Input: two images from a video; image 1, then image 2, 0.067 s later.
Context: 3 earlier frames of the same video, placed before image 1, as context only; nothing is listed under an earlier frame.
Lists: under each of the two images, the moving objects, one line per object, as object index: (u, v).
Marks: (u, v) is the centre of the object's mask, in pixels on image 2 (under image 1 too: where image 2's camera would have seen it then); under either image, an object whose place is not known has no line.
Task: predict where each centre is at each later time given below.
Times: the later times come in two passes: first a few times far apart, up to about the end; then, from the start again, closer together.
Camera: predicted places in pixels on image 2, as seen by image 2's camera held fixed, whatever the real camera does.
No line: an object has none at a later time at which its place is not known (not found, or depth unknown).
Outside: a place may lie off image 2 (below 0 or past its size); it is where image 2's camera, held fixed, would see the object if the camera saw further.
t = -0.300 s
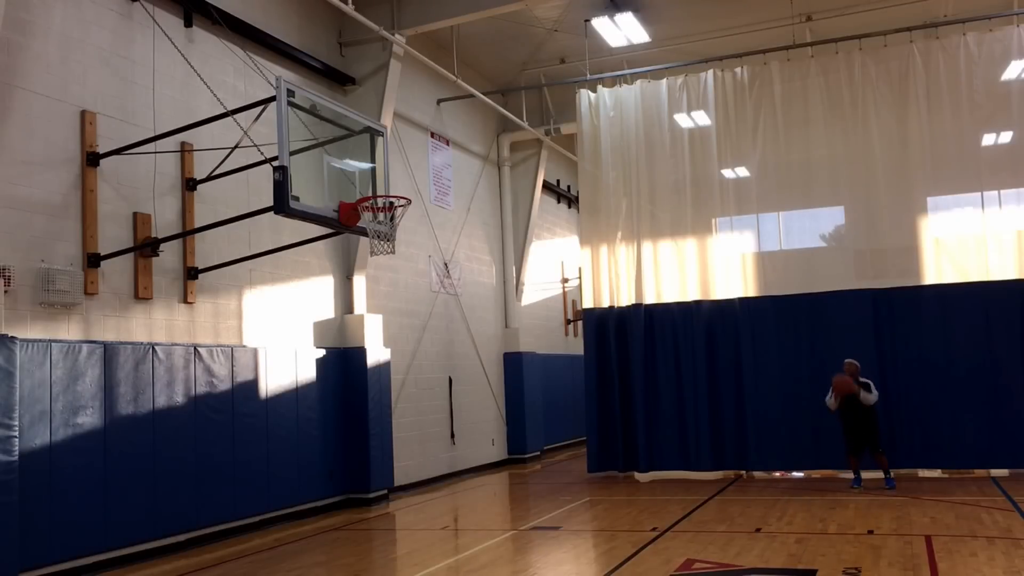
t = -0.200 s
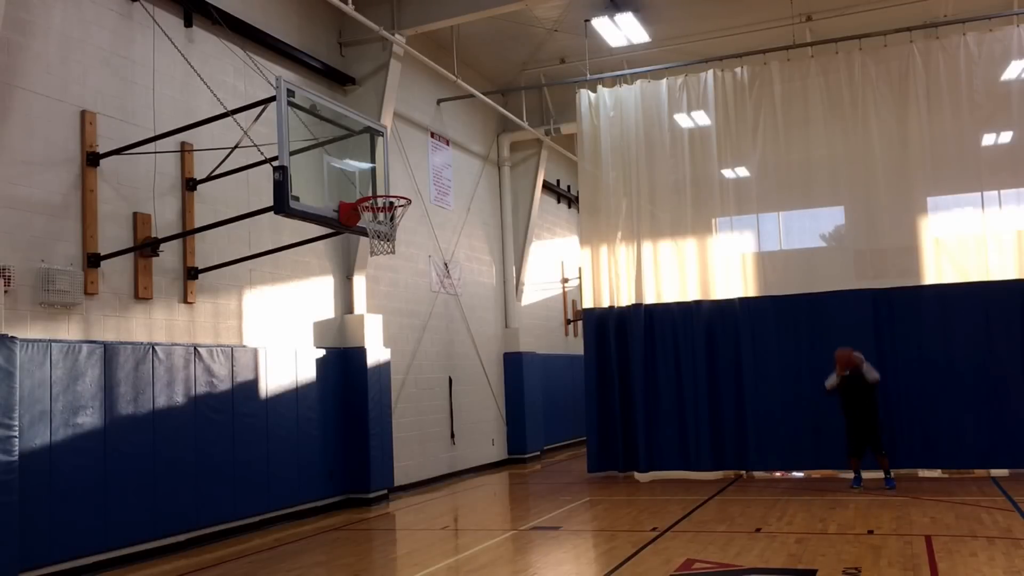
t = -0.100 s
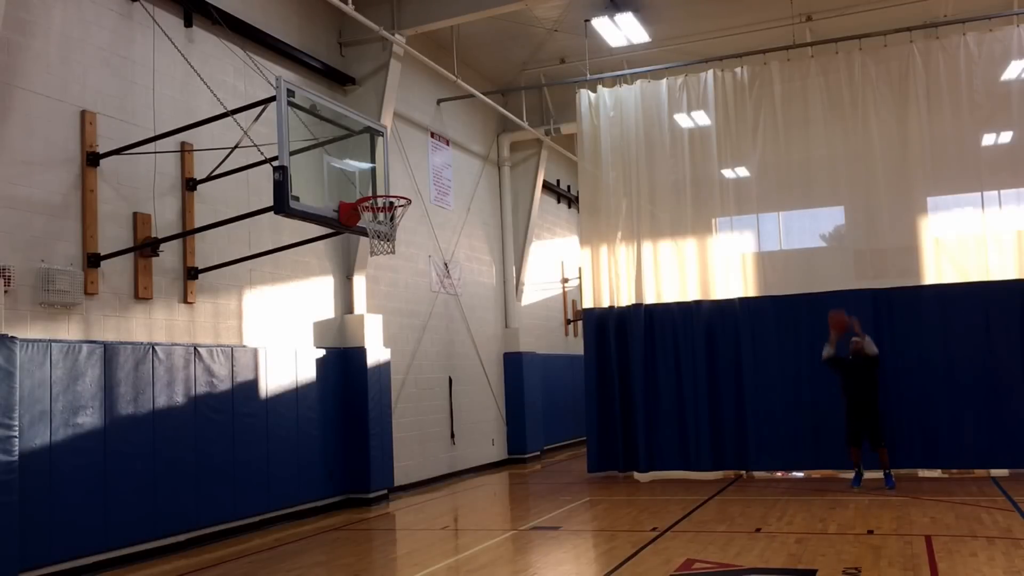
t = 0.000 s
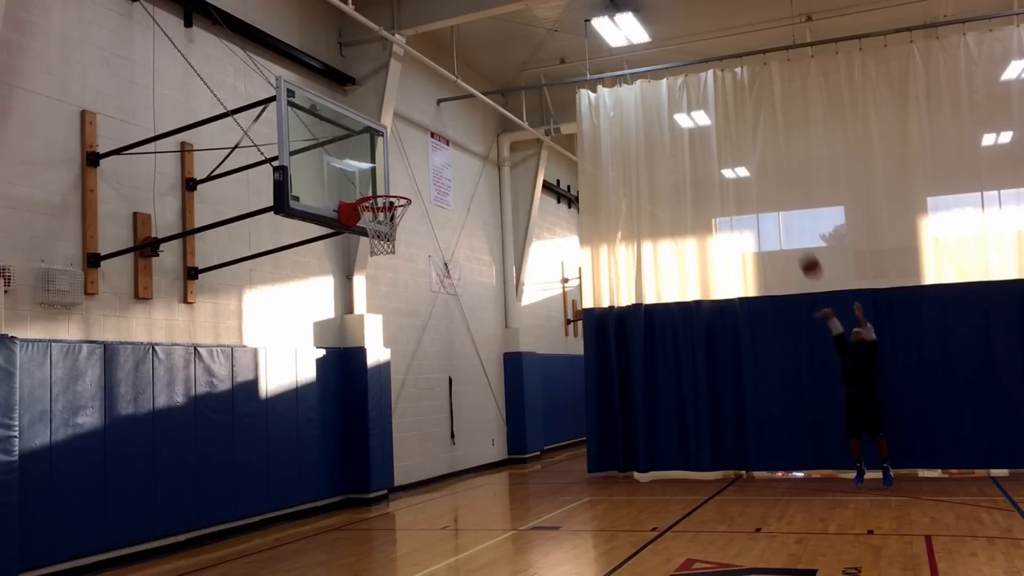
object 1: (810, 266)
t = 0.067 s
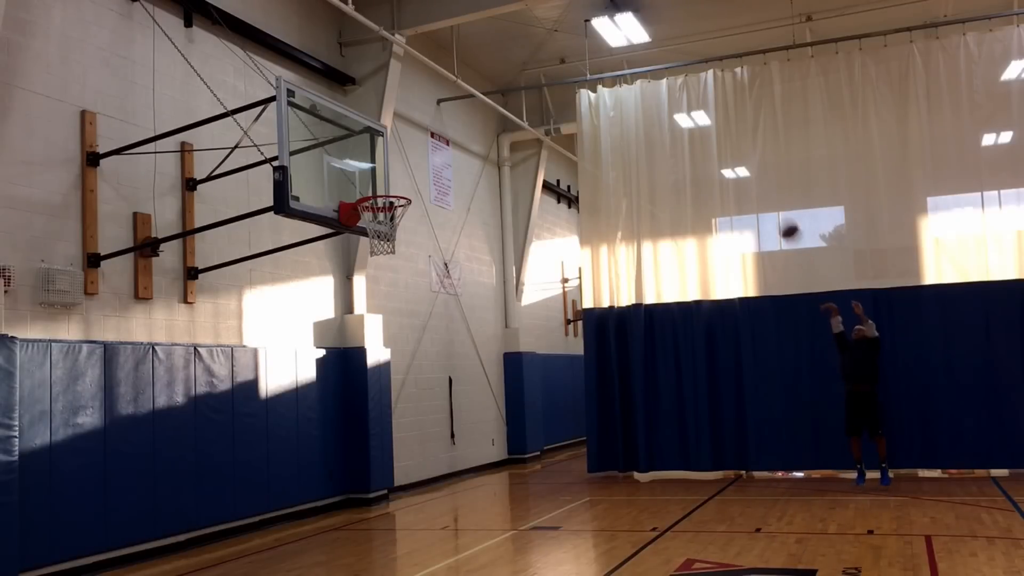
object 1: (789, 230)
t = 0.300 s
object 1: (716, 134)
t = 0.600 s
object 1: (620, 68)
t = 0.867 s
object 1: (528, 76)
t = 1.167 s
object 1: (413, 174)
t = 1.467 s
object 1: (355, 221)
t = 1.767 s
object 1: (359, 290)
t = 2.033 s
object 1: (365, 439)
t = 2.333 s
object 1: (380, 463)
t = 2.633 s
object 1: (404, 369)
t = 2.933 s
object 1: (429, 379)
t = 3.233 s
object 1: (458, 491)
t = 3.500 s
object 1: (474, 472)
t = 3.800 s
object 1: (488, 430)
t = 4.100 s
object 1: (506, 490)
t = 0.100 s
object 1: (778, 213)
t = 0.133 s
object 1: (768, 199)
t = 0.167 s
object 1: (758, 184)
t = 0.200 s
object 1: (749, 171)
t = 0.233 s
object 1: (737, 157)
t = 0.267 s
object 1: (727, 145)
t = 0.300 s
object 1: (716, 134)
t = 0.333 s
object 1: (707, 124)
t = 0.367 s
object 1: (696, 112)
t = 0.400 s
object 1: (685, 104)
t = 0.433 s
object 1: (674, 96)
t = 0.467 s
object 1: (664, 89)
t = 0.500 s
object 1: (653, 82)
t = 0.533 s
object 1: (642, 77)
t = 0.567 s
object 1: (631, 72)
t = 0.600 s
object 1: (620, 68)
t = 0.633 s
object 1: (608, 65)
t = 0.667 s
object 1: (597, 63)
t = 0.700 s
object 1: (586, 63)
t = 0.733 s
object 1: (574, 64)
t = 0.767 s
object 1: (563, 66)
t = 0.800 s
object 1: (552, 68)
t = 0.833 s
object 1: (540, 72)
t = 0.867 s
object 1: (528, 76)
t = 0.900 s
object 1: (515, 83)
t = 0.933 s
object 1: (503, 89)
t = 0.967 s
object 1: (491, 98)
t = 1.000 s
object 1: (478, 107)
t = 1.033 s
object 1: (466, 118)
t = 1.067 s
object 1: (453, 130)
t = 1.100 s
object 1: (440, 143)
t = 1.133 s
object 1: (426, 158)
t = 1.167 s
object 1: (413, 174)
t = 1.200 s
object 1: (401, 189)
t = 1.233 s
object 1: (387, 204)
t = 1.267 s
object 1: (370, 216)
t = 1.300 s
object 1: (361, 223)
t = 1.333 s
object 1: (358, 221)
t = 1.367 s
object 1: (356, 220)
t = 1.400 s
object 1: (355, 219)
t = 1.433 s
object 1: (355, 220)
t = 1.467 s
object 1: (355, 221)
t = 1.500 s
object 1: (356, 223)
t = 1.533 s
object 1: (356, 227)
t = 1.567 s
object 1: (356, 232)
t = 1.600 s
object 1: (357, 239)
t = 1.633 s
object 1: (357, 247)
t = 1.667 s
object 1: (358, 255)
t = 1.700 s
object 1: (358, 265)
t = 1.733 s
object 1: (358, 276)
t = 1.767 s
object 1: (359, 290)
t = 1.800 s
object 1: (359, 305)
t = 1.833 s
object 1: (359, 320)
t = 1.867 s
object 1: (360, 336)
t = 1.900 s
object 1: (360, 356)
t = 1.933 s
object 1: (361, 376)
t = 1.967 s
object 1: (362, 394)
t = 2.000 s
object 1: (363, 417)
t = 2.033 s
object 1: (365, 439)
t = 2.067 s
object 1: (366, 466)
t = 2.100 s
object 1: (367, 492)
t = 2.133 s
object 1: (367, 522)
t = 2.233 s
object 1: (373, 522)
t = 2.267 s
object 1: (375, 499)
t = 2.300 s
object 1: (377, 481)
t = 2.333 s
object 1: (380, 463)
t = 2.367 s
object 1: (383, 448)
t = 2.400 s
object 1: (385, 433)
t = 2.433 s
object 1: (388, 421)
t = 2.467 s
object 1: (390, 409)
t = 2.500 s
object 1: (393, 398)
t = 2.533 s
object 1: (396, 389)
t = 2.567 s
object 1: (398, 381)
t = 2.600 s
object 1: (401, 374)
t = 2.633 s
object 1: (404, 369)
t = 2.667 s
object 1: (406, 365)
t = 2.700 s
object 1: (409, 362)
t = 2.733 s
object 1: (412, 361)
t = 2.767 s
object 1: (415, 361)
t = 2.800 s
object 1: (418, 362)
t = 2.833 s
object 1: (420, 364)
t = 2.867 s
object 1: (423, 368)
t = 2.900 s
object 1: (426, 373)
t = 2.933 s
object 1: (429, 379)
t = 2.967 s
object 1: (432, 386)
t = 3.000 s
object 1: (435, 395)
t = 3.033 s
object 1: (439, 405)
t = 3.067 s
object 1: (442, 416)
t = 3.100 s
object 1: (445, 428)
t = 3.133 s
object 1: (448, 442)
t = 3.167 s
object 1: (451, 457)
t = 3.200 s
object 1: (455, 472)
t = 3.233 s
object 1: (458, 491)
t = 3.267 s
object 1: (461, 510)
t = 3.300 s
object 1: (464, 529)
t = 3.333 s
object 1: (467, 541)
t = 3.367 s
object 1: (468, 525)
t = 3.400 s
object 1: (470, 509)
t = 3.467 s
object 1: (472, 484)
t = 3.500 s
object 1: (474, 472)
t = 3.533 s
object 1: (475, 463)
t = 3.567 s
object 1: (477, 455)
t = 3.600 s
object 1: (478, 447)
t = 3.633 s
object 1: (480, 441)
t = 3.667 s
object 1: (481, 436)
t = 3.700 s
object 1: (483, 433)
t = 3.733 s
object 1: (485, 431)
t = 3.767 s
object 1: (486, 430)
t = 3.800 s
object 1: (488, 430)
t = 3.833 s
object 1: (490, 432)
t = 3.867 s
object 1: (492, 434)
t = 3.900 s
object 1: (493, 439)
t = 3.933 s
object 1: (495, 444)
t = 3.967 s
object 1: (498, 450)
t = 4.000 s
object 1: (499, 458)
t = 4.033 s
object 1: (502, 467)
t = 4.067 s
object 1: (504, 476)
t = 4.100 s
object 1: (506, 490)
